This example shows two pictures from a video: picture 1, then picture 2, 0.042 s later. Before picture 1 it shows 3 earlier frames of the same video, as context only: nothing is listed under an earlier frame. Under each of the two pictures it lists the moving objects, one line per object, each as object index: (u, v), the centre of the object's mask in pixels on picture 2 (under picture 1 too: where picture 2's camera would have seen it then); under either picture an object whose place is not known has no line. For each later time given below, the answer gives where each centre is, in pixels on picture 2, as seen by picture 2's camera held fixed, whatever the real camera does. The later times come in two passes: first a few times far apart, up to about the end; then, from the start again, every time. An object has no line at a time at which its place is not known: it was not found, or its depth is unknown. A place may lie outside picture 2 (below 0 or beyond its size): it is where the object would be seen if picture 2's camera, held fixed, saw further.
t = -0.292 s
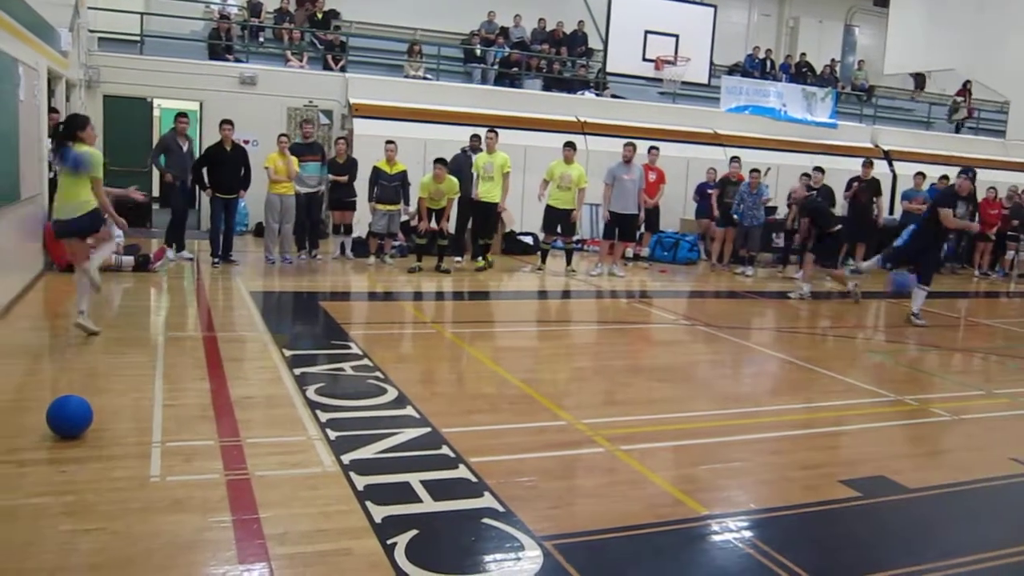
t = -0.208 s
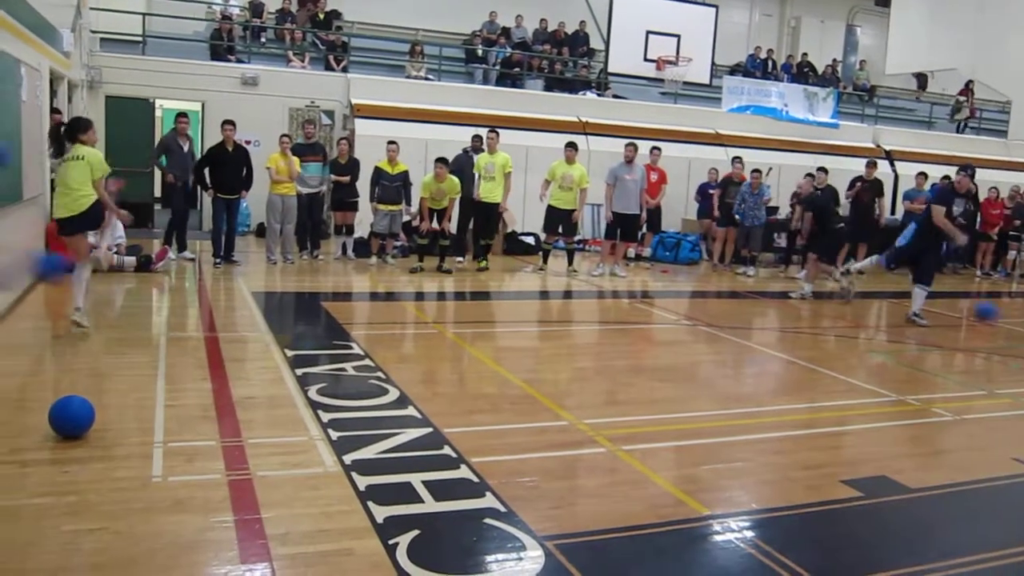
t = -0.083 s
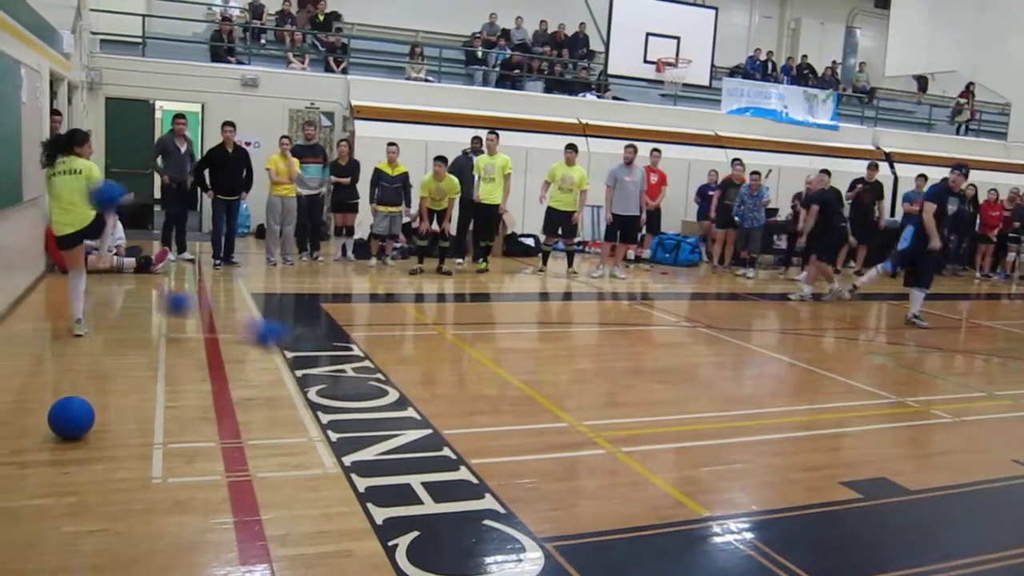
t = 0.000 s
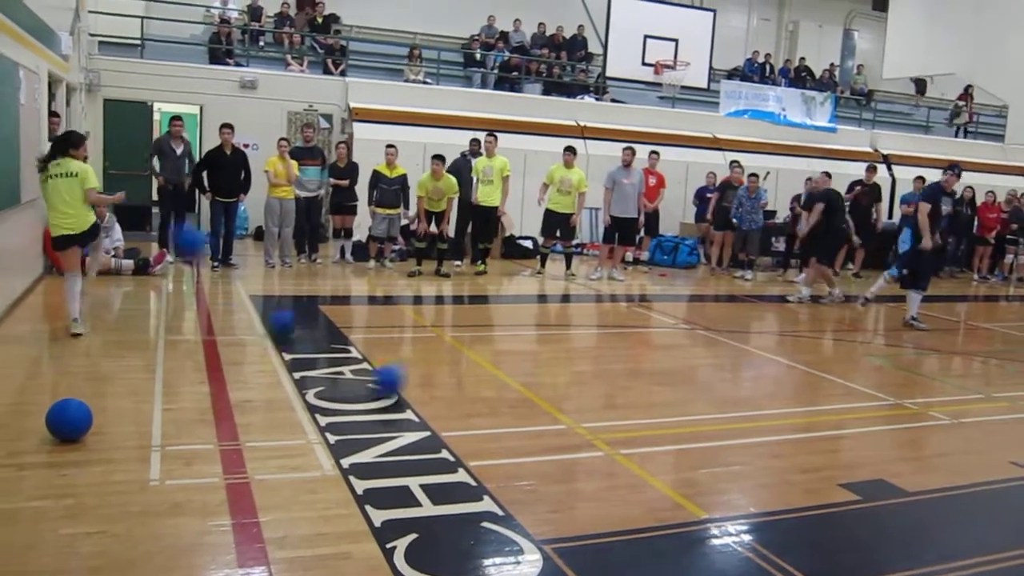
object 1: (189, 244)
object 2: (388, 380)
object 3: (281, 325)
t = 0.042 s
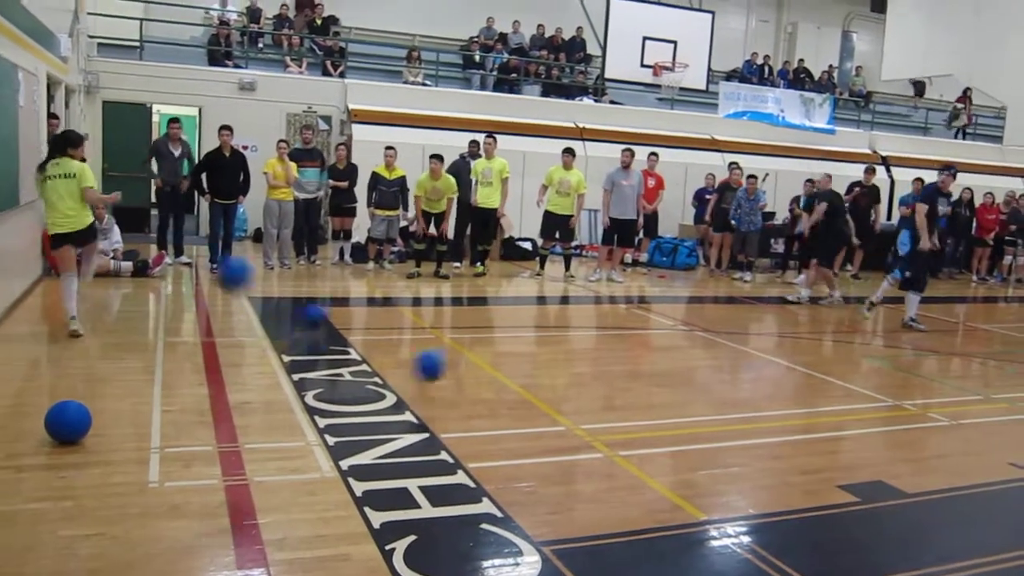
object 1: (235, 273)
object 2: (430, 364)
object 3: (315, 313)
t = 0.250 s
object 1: (465, 441)
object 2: (622, 327)
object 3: (461, 302)
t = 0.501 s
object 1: (699, 386)
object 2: (807, 374)
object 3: (604, 309)
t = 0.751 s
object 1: (950, 474)
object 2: (969, 360)
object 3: (719, 313)
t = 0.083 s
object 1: (283, 307)
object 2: (471, 351)
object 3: (346, 307)
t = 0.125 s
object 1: (326, 341)
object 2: (511, 340)
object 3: (378, 302)
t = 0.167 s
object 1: (376, 387)
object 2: (549, 332)
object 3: (406, 299)
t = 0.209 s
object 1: (427, 437)
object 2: (587, 329)
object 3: (434, 300)
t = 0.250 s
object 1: (465, 441)
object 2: (622, 327)
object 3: (461, 302)
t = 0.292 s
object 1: (503, 424)
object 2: (656, 329)
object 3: (488, 305)
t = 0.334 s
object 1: (540, 409)
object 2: (689, 333)
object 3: (513, 312)
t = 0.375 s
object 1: (579, 399)
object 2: (721, 340)
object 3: (537, 319)
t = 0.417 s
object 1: (618, 391)
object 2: (751, 349)
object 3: (560, 318)
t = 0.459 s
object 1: (658, 386)
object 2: (779, 360)
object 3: (583, 313)
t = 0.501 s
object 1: (699, 386)
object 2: (807, 374)
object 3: (604, 309)
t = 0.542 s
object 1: (740, 390)
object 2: (835, 376)
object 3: (625, 308)
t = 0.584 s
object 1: (783, 398)
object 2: (864, 368)
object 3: (645, 309)
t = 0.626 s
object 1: (824, 411)
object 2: (891, 362)
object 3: (665, 313)
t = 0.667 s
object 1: (865, 428)
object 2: (917, 359)
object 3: (683, 318)
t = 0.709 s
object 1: (908, 448)
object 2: (944, 359)
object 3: (701, 315)
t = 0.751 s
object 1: (950, 474)
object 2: (969, 360)
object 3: (719, 313)
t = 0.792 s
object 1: (991, 503)
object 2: (992, 364)
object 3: (736, 312)
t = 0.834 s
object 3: (752, 314)
